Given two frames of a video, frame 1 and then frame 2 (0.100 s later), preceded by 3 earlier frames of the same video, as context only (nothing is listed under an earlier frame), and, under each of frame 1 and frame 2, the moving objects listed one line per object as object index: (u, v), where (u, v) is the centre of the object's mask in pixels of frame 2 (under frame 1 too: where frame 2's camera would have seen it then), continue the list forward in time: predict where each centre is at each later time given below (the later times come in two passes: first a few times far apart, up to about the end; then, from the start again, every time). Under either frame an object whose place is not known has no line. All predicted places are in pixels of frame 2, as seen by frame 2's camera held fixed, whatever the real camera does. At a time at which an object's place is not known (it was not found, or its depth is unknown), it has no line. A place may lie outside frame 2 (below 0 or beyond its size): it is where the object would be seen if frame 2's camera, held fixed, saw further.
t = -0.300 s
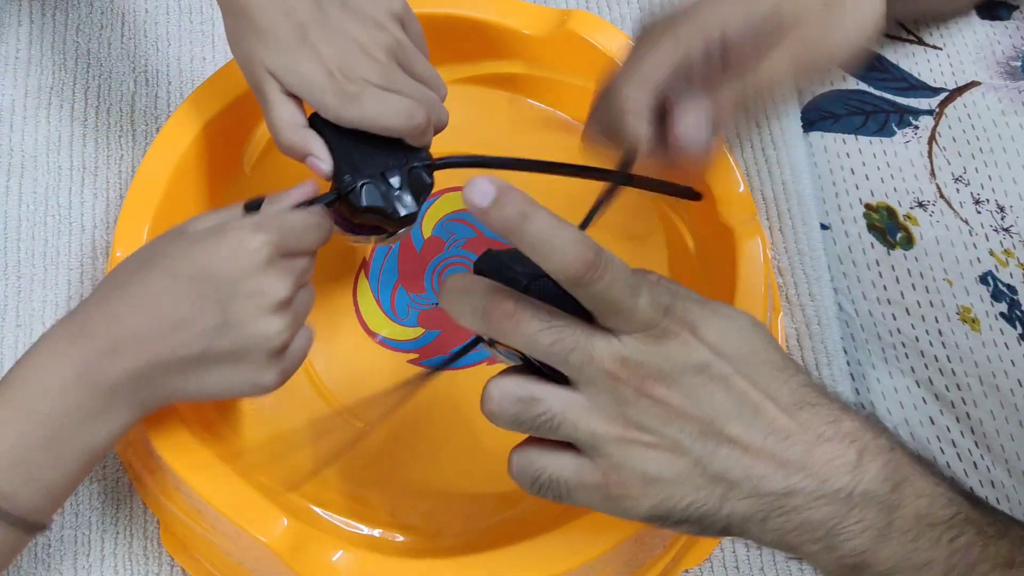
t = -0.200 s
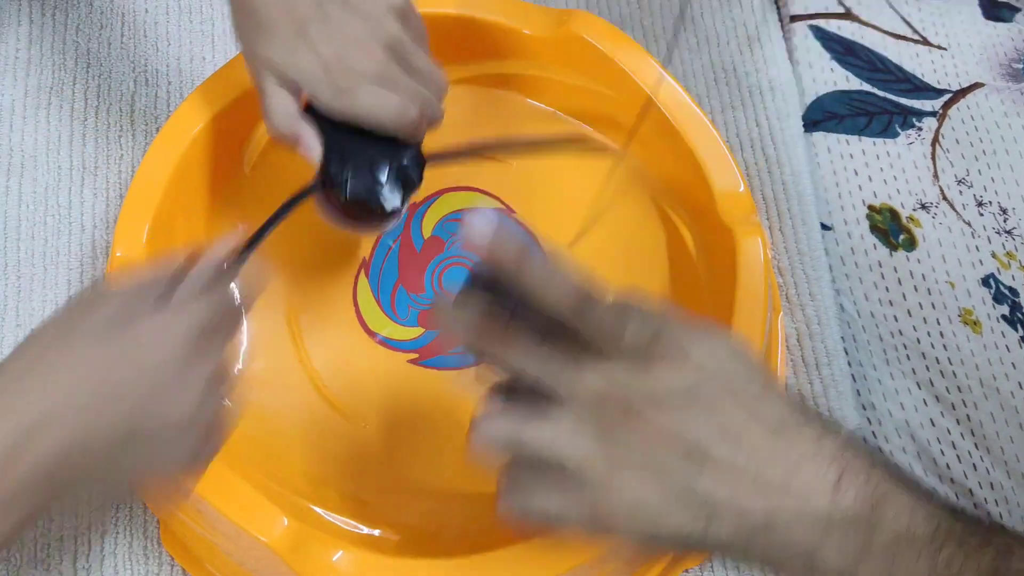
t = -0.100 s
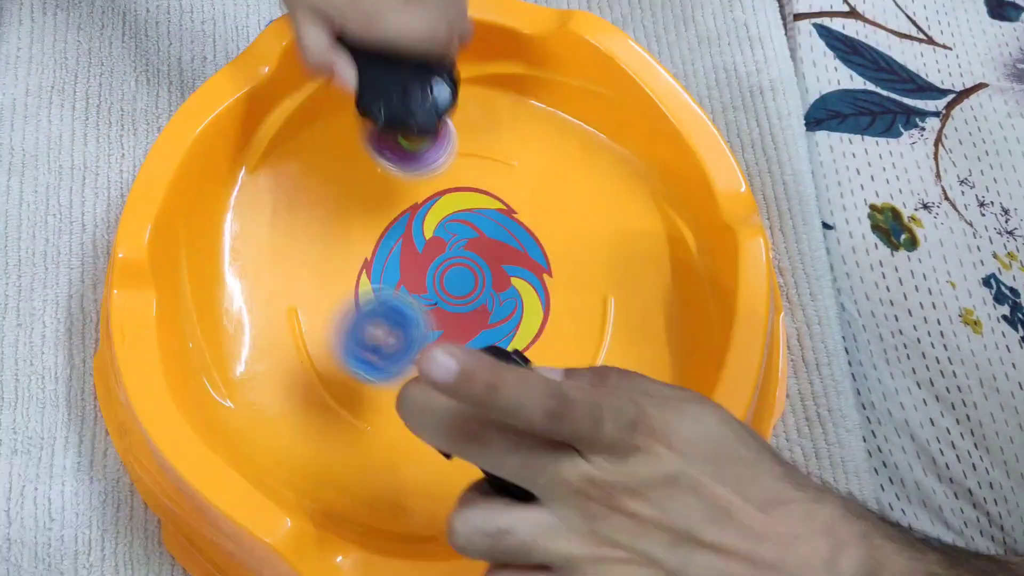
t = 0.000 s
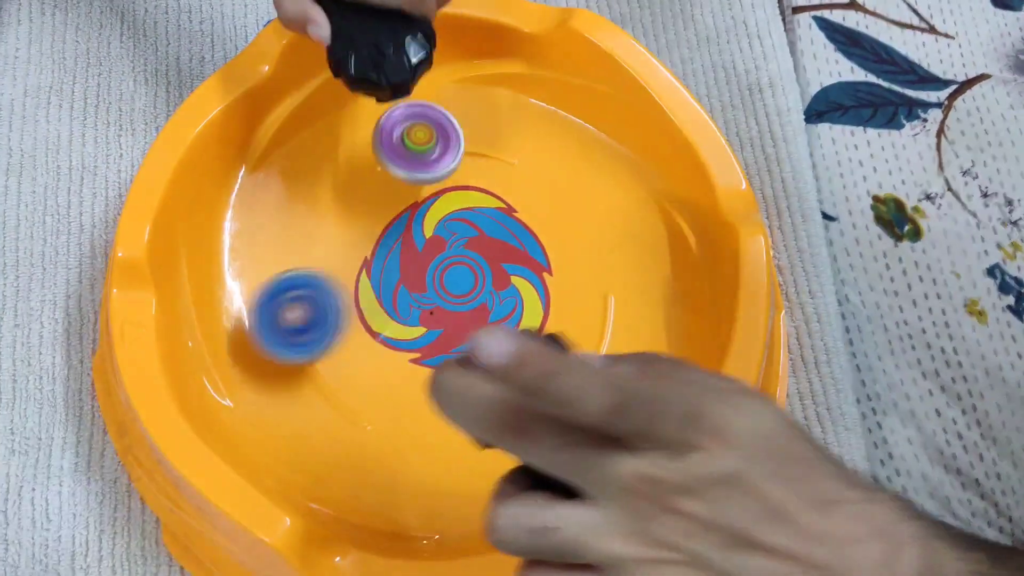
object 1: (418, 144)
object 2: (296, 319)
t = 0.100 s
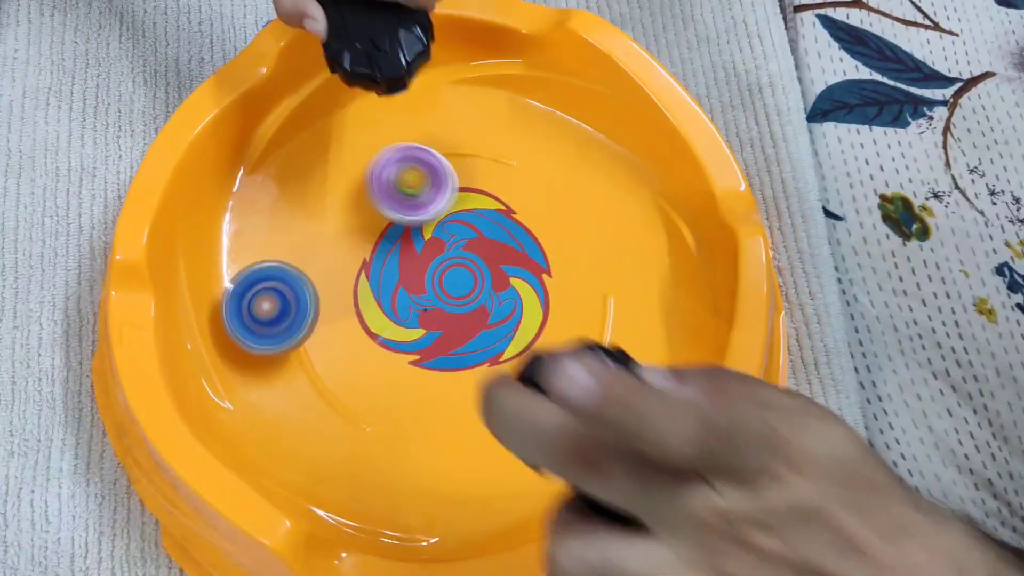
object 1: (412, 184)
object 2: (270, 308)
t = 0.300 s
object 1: (333, 240)
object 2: (395, 361)
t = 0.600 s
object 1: (436, 360)
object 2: (614, 316)
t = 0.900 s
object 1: (460, 193)
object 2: (572, 194)
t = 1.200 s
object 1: (324, 271)
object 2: (441, 299)
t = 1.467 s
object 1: (433, 375)
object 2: (550, 395)
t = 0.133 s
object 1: (397, 185)
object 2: (271, 314)
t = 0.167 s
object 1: (385, 195)
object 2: (285, 318)
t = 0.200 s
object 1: (373, 213)
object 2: (306, 327)
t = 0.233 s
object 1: (360, 217)
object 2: (332, 336)
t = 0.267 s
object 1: (347, 227)
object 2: (361, 349)
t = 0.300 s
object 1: (333, 240)
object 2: (395, 361)
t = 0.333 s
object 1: (322, 258)
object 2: (426, 370)
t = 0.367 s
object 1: (317, 279)
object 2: (456, 377)
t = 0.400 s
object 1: (319, 304)
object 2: (486, 381)
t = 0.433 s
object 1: (326, 327)
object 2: (516, 381)
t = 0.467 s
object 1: (340, 346)
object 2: (544, 376)
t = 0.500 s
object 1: (358, 361)
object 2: (571, 367)
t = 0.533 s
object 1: (382, 368)
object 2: (591, 352)
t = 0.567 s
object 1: (408, 368)
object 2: (603, 333)
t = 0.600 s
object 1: (436, 360)
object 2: (614, 316)
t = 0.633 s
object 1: (458, 348)
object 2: (625, 302)
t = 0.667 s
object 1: (479, 330)
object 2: (634, 287)
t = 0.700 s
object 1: (493, 311)
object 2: (639, 271)
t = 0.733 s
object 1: (504, 289)
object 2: (638, 255)
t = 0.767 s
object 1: (505, 268)
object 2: (631, 239)
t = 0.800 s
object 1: (500, 249)
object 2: (620, 224)
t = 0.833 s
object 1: (491, 230)
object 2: (606, 211)
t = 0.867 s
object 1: (477, 210)
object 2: (590, 200)
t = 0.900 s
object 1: (460, 193)
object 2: (572, 194)
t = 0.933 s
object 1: (440, 180)
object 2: (554, 192)
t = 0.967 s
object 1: (418, 173)
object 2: (534, 196)
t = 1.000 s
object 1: (397, 171)
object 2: (514, 202)
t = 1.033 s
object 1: (375, 177)
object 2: (496, 212)
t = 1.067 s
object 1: (352, 188)
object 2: (479, 226)
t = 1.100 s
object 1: (336, 203)
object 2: (466, 243)
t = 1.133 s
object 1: (327, 222)
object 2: (454, 260)
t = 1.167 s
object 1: (322, 246)
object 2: (444, 282)
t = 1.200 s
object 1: (324, 271)
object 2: (441, 299)
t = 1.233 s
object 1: (334, 296)
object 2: (440, 320)
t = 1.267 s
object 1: (348, 321)
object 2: (444, 337)
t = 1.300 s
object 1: (346, 333)
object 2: (464, 360)
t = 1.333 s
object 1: (348, 346)
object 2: (483, 378)
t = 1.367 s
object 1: (360, 358)
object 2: (500, 389)
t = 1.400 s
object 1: (379, 369)
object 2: (517, 396)
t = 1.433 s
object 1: (406, 375)
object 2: (535, 399)
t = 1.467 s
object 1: (433, 375)
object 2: (550, 395)
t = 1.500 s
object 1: (459, 369)
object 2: (560, 382)
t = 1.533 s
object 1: (476, 357)
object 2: (573, 370)
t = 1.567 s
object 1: (482, 343)
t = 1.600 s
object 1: (491, 328)
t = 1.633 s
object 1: (497, 314)
